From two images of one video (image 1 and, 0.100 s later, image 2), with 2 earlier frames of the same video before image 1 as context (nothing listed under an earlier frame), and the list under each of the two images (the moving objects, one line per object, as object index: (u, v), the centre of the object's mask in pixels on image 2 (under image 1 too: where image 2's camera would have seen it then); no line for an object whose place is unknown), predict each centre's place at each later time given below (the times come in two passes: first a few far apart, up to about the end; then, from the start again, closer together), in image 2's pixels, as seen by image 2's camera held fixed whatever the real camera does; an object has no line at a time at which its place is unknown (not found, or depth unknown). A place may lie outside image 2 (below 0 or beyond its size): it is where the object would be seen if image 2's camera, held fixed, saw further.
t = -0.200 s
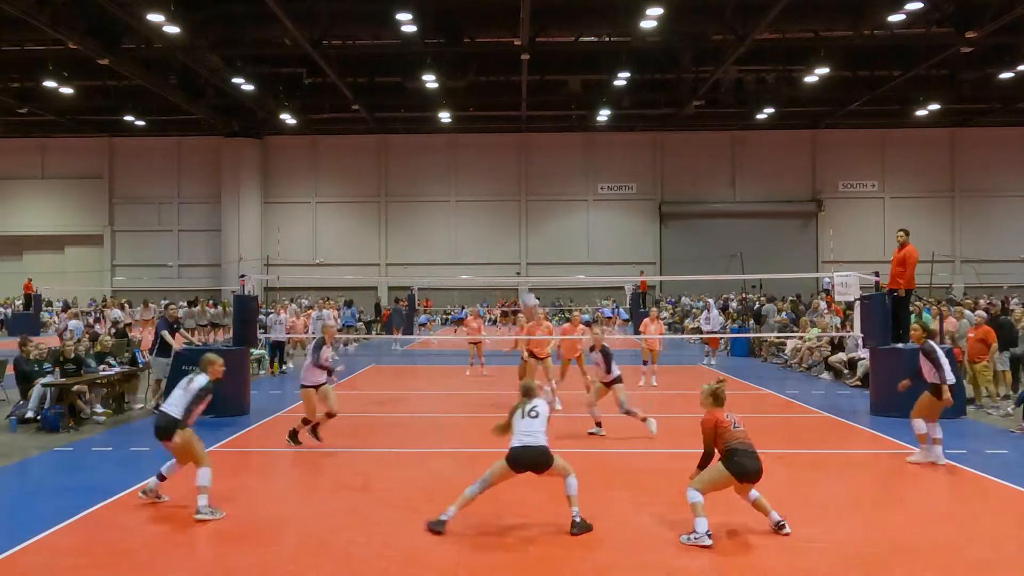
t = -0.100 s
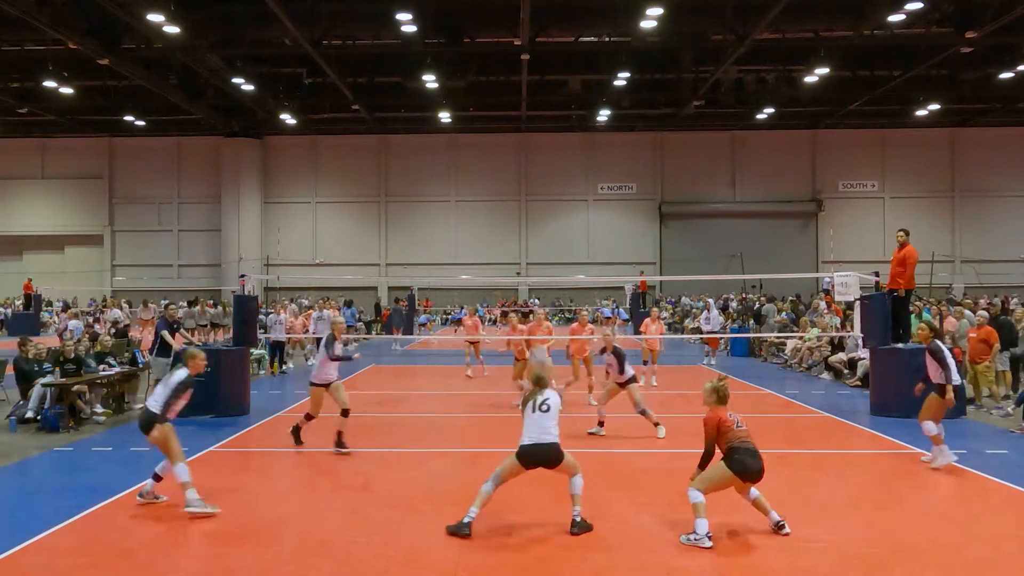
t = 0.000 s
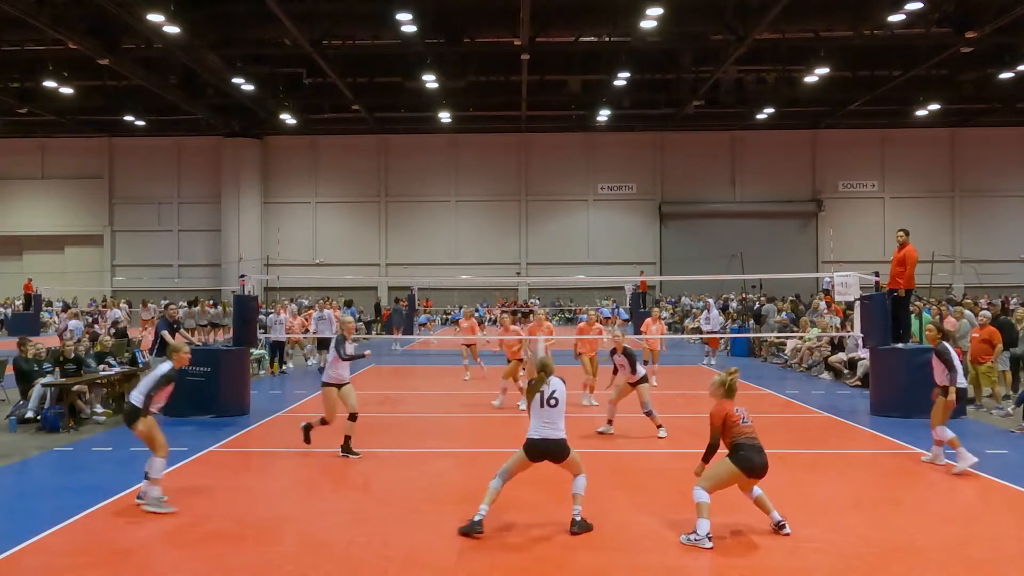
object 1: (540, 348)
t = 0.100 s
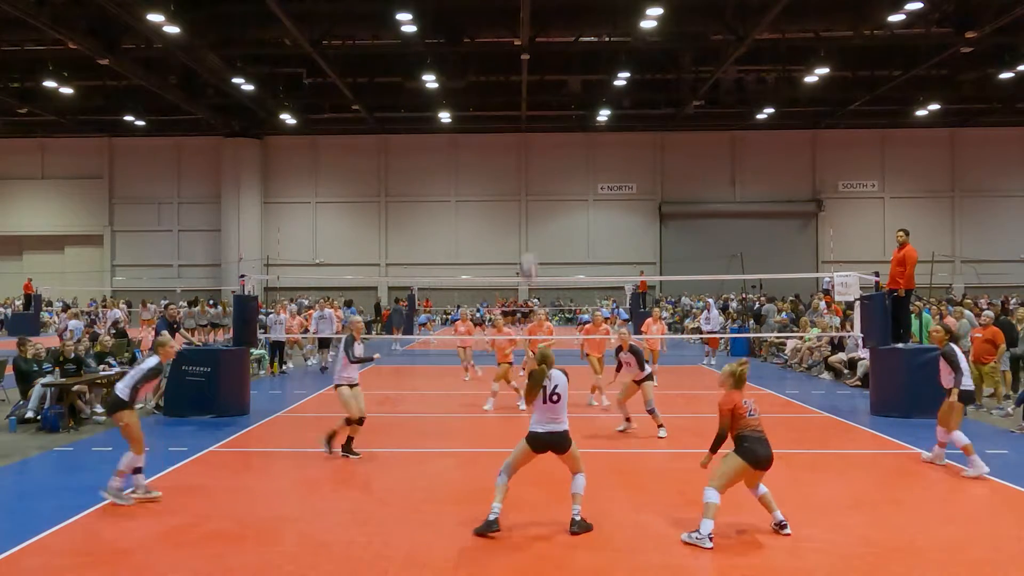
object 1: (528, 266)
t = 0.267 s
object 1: (512, 163)
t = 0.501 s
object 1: (491, 84)
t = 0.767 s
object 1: (475, 63)
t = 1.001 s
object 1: (463, 87)
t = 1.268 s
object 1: (453, 150)
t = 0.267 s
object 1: (512, 163)
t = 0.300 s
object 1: (510, 146)
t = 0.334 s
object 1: (505, 134)
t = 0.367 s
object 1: (503, 121)
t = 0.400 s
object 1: (500, 112)
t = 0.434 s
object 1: (497, 103)
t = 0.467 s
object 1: (494, 94)
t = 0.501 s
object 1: (491, 84)
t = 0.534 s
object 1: (489, 80)
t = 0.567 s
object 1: (487, 75)
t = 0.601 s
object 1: (485, 70)
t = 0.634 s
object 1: (482, 67)
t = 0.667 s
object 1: (480, 65)
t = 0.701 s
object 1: (478, 64)
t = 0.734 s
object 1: (477, 63)
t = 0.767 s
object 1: (475, 63)
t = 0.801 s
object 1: (473, 64)
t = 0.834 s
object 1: (471, 66)
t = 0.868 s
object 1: (469, 69)
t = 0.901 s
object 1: (468, 72)
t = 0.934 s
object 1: (466, 76)
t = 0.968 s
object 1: (465, 80)
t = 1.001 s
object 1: (463, 87)
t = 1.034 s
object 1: (462, 92)
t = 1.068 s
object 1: (461, 99)
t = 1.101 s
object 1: (459, 106)
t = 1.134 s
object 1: (458, 114)
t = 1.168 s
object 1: (457, 123)
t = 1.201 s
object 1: (455, 132)
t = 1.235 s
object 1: (454, 141)
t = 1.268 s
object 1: (453, 150)
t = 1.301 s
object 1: (452, 162)
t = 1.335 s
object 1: (452, 171)
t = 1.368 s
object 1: (451, 182)
